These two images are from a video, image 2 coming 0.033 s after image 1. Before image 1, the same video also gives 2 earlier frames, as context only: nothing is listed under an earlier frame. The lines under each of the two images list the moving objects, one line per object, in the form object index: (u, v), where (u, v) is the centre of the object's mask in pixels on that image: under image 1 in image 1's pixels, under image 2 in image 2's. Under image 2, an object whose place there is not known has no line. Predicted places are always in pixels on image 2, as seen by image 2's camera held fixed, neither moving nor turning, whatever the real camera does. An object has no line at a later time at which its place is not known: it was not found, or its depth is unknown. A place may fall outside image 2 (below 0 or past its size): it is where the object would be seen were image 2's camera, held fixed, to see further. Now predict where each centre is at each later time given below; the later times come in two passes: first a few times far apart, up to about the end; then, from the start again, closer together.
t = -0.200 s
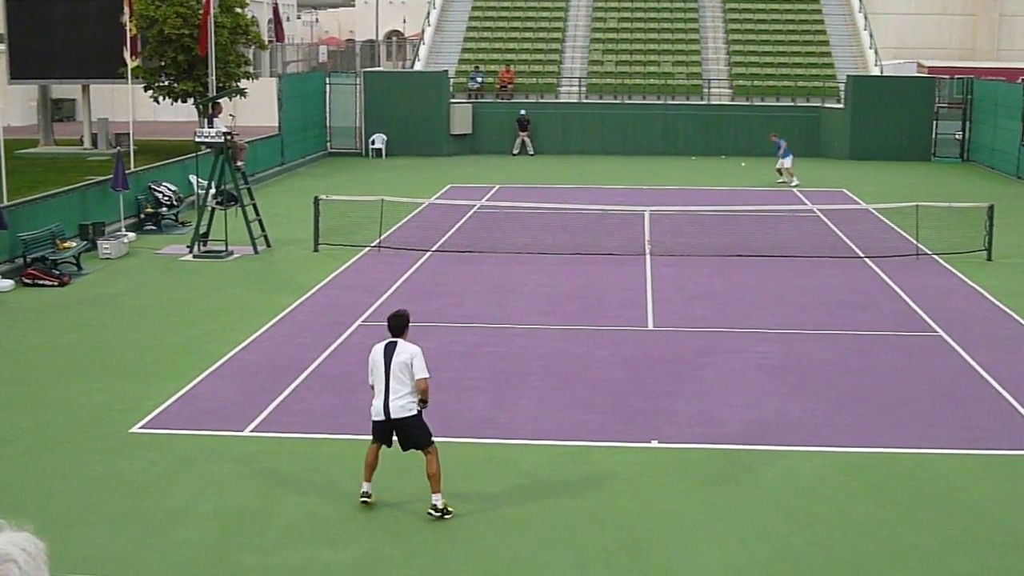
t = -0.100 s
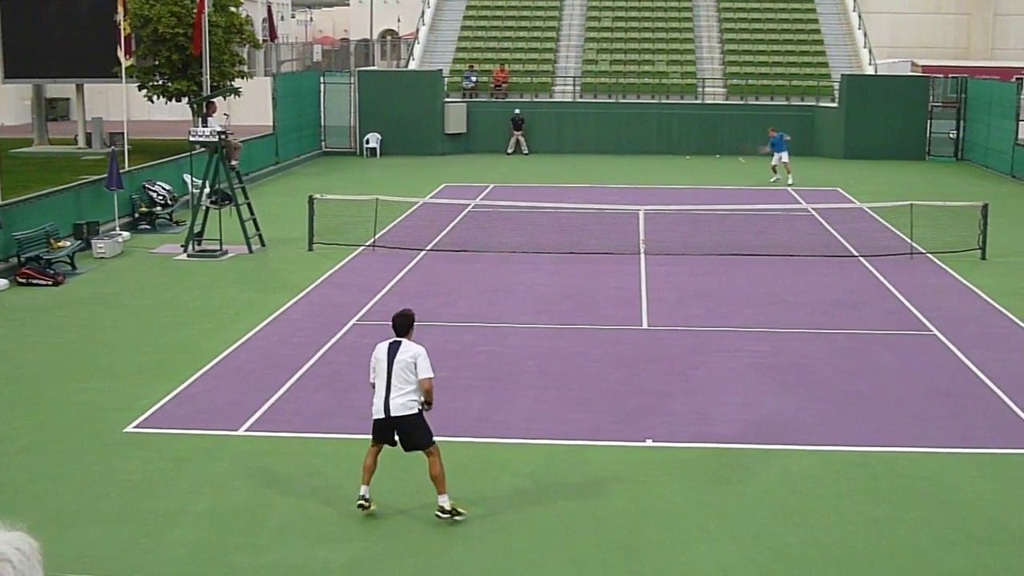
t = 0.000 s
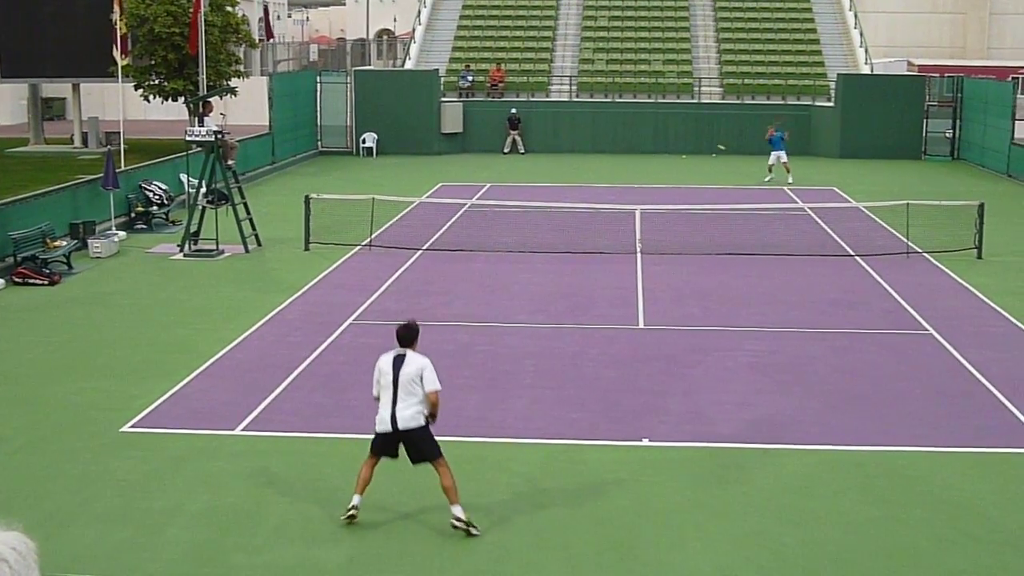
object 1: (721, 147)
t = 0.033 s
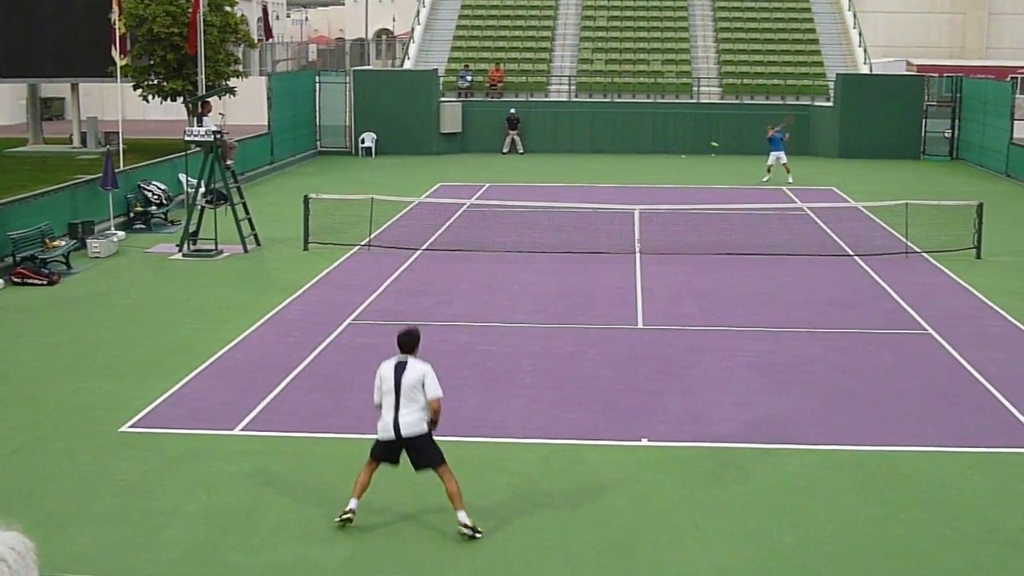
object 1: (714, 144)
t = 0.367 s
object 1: (647, 153)
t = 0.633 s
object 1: (575, 230)
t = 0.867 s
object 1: (495, 348)
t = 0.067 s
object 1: (708, 142)
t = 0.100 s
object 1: (702, 140)
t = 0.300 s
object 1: (662, 145)
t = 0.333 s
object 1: (654, 149)
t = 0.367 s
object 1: (647, 153)
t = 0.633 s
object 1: (575, 230)
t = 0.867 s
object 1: (495, 348)
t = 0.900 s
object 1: (485, 341)
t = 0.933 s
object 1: (475, 334)
